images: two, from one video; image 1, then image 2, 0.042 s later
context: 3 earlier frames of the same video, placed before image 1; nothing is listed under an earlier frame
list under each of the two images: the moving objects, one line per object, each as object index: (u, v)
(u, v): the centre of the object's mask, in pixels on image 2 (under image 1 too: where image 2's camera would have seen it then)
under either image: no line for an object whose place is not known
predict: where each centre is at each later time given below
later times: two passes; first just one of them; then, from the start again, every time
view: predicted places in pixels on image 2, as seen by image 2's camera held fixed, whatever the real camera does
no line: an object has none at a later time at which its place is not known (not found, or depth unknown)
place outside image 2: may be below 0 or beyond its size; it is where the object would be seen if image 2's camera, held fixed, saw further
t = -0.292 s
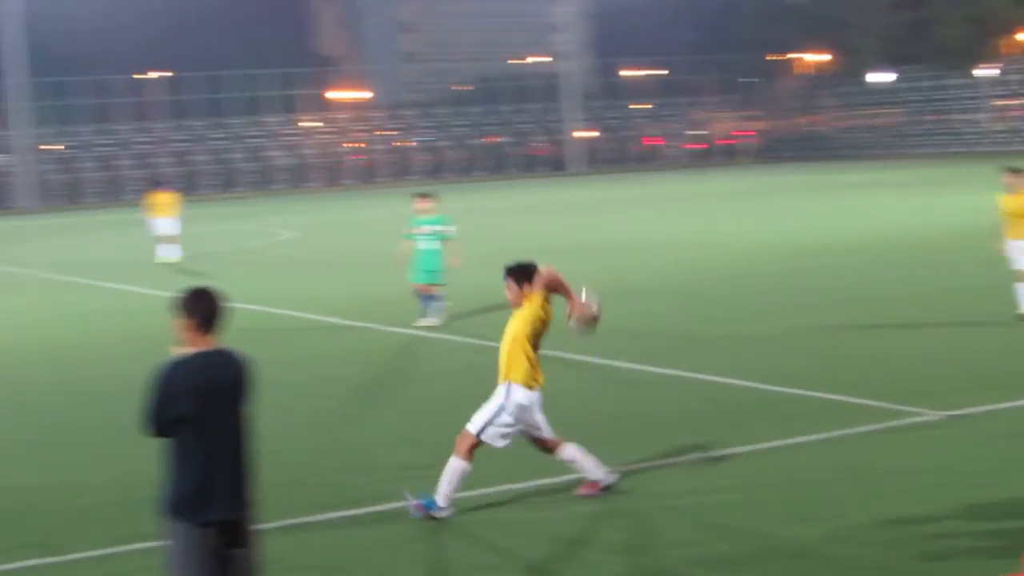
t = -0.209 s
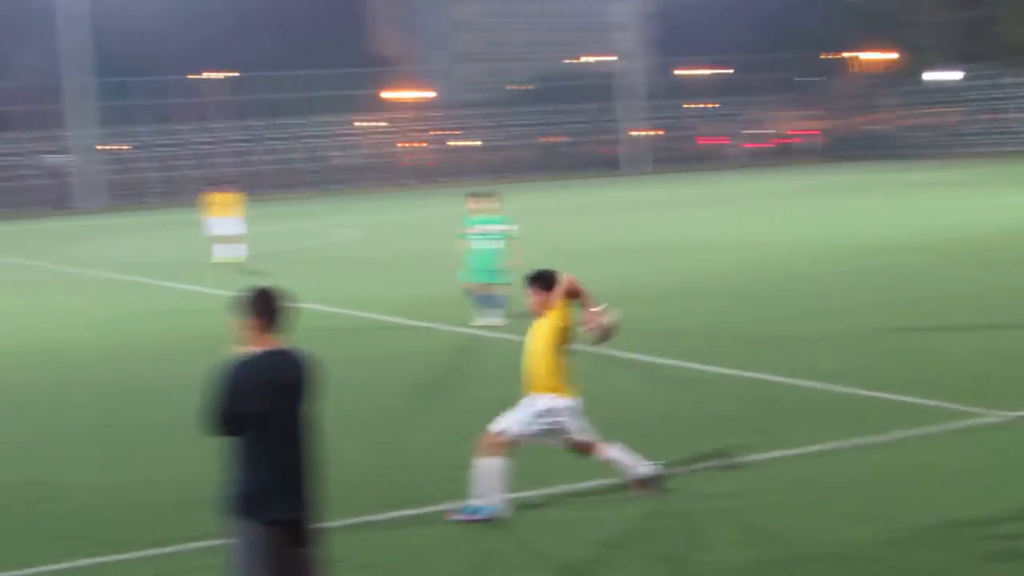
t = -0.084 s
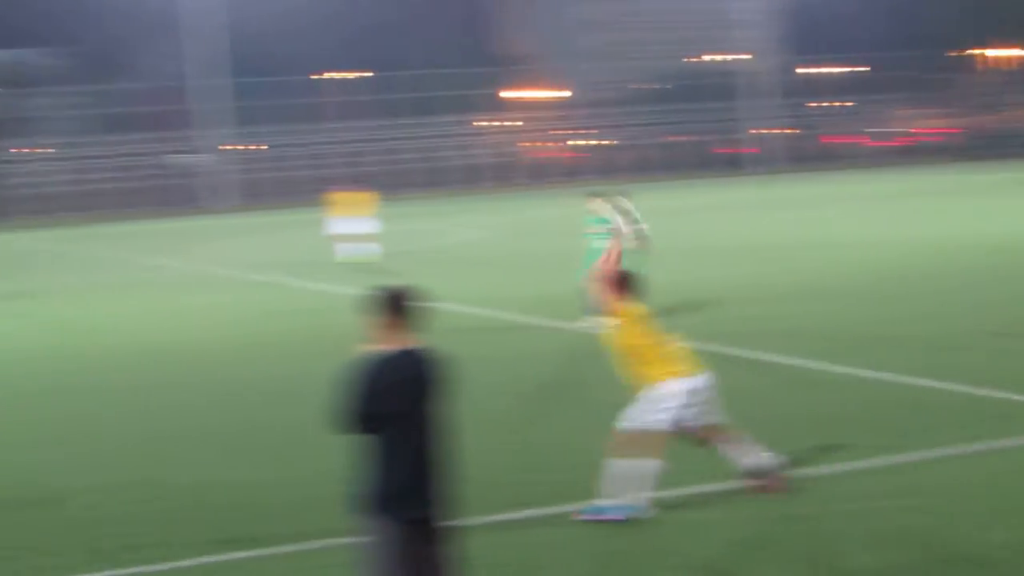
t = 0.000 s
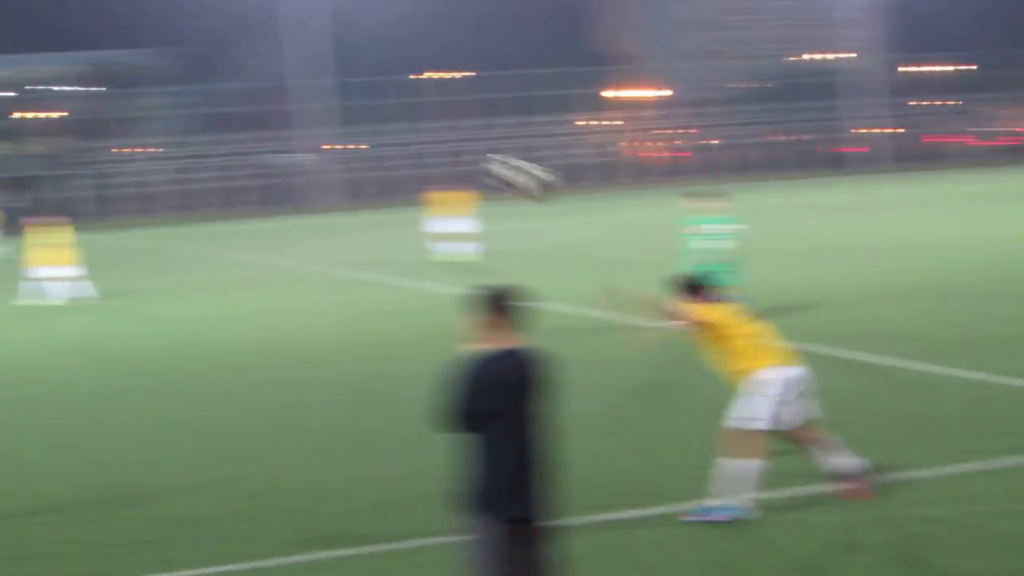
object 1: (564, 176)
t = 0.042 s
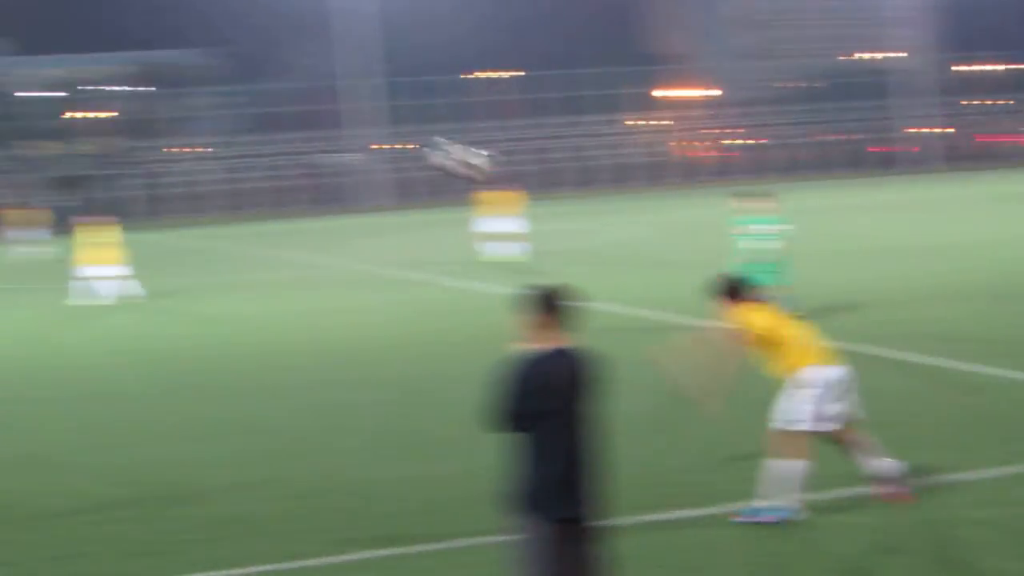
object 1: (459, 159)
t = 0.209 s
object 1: (53, 120)
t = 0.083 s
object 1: (358, 144)
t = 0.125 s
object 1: (258, 134)
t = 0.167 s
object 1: (158, 127)
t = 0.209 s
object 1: (53, 120)
